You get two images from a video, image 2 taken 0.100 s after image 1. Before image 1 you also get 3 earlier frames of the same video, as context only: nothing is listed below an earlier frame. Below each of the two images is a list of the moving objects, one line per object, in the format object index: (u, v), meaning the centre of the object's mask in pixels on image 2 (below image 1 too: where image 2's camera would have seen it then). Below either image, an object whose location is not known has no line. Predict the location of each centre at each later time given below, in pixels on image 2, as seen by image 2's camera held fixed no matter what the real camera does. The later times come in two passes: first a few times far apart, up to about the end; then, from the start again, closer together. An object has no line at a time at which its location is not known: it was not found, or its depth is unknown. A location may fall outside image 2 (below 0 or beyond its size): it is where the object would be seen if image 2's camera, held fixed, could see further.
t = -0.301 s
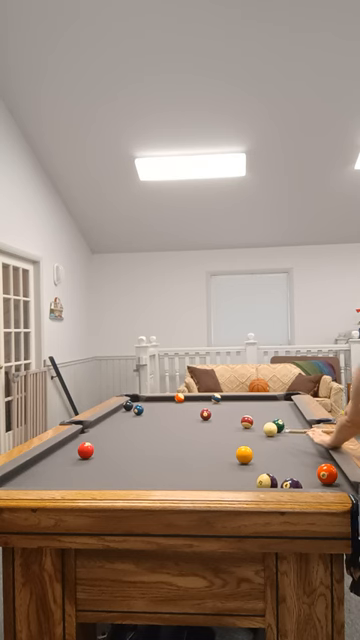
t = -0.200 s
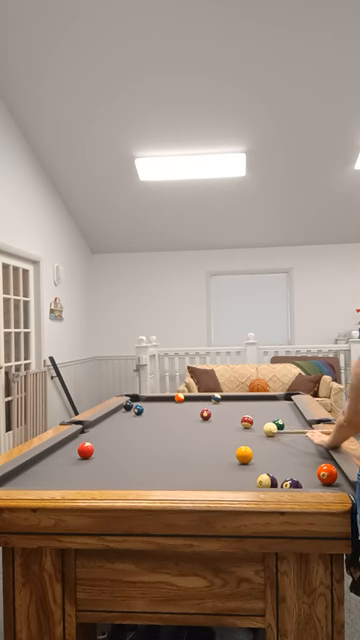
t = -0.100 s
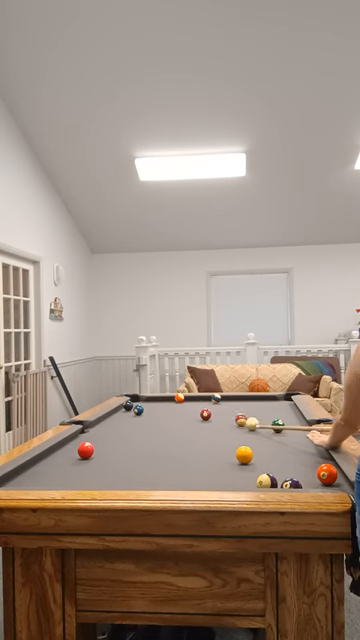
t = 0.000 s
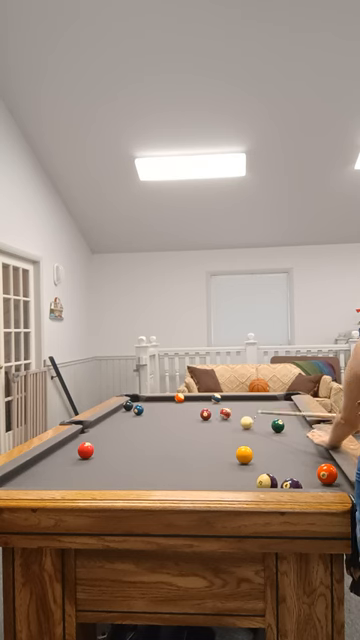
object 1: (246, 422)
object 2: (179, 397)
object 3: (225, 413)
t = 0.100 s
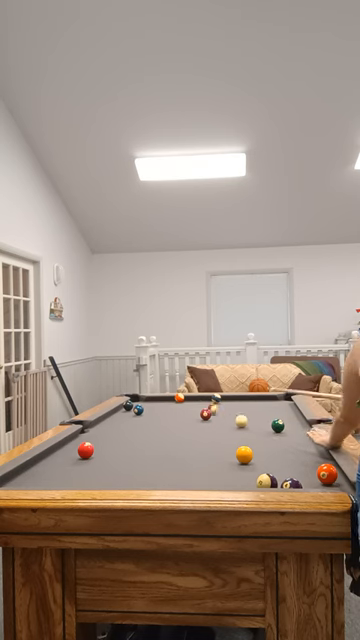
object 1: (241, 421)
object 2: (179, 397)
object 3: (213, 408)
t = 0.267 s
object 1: (233, 419)
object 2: (179, 397)
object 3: (196, 403)
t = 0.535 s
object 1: (221, 416)
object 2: (171, 398)
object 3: (186, 398)
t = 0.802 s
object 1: (215, 414)
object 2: (154, 402)
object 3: (188, 398)
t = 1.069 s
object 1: (214, 414)
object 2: (136, 404)
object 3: (189, 399)
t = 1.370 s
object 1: (213, 413)
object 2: (116, 410)
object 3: (190, 400)
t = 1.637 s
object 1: (213, 413)
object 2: (117, 413)
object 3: (191, 401)
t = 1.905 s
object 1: (212, 413)
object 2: (118, 417)
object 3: (192, 402)
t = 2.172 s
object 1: (213, 413)
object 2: (119, 420)
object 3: (192, 403)
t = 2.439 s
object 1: (213, 413)
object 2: (119, 424)
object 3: (192, 404)
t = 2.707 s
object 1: (213, 413)
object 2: (119, 427)
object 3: (192, 404)
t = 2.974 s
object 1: (213, 413)
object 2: (119, 431)
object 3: (192, 404)
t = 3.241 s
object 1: (213, 413)
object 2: (120, 434)
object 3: (191, 404)
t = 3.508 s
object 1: (213, 413)
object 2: (120, 438)
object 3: (191, 404)
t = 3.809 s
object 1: (213, 413)
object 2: (120, 441)
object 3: (191, 404)
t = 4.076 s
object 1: (213, 413)
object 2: (119, 444)
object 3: (191, 404)
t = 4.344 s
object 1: (213, 413)
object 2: (118, 447)
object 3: (191, 404)
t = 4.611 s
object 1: (213, 413)
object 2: (116, 450)
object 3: (191, 404)
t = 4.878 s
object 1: (213, 413)
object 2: (114, 452)
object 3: (191, 404)
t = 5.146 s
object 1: (213, 413)
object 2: (113, 454)
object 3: (191, 404)
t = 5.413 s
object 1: (213, 413)
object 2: (111, 456)
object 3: (191, 404)
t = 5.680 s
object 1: (213, 413)
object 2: (110, 457)
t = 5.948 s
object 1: (213, 413)
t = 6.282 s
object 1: (212, 413)
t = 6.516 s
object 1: (212, 413)
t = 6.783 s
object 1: (213, 413)
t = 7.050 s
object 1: (213, 413)
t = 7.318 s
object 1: (213, 413)
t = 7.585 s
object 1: (213, 413)
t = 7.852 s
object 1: (213, 413)
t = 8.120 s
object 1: (213, 413)
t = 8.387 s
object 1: (212, 413)
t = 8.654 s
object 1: (213, 413)
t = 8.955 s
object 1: (213, 413)
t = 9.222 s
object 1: (213, 413)
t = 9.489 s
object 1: (213, 413)
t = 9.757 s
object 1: (212, 413)
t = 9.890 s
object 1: (213, 413)
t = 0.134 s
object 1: (239, 420)
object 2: (179, 397)
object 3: (209, 406)
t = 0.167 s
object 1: (238, 420)
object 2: (179, 397)
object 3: (205, 405)
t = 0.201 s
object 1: (236, 420)
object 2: (179, 397)
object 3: (201, 404)
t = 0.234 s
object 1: (234, 419)
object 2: (179, 397)
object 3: (199, 404)
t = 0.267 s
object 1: (233, 419)
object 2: (179, 397)
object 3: (196, 403)
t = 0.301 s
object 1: (231, 418)
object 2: (179, 397)
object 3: (193, 402)
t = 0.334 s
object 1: (230, 418)
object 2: (179, 397)
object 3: (190, 401)
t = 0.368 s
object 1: (228, 418)
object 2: (179, 397)
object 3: (188, 400)
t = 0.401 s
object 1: (227, 417)
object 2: (179, 397)
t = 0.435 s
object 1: (225, 417)
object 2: (178, 397)
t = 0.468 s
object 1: (224, 417)
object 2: (175, 397)
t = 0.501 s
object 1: (222, 416)
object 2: (173, 397)
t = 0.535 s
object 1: (221, 416)
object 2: (171, 398)
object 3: (186, 398)
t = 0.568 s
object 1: (220, 416)
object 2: (169, 399)
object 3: (187, 398)
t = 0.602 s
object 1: (218, 416)
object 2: (167, 400)
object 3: (187, 398)
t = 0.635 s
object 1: (217, 415)
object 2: (165, 400)
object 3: (188, 398)
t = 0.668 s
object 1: (215, 415)
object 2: (163, 400)
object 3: (187, 398)
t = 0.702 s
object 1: (215, 415)
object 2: (160, 401)
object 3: (188, 398)
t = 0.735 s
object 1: (215, 415)
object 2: (158, 401)
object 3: (188, 398)
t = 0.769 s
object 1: (215, 414)
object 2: (156, 402)
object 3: (188, 398)
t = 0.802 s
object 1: (215, 414)
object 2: (154, 402)
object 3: (188, 398)
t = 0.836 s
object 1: (214, 414)
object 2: (152, 402)
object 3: (188, 398)
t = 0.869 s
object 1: (214, 414)
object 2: (150, 403)
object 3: (188, 398)
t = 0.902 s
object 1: (214, 414)
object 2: (148, 404)
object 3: (189, 398)
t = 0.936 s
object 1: (214, 414)
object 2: (146, 404)
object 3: (189, 399)
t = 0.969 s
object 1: (214, 414)
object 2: (144, 404)
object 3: (189, 399)
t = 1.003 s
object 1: (215, 414)
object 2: (142, 404)
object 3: (189, 399)
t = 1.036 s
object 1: (214, 414)
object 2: (139, 403)
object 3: (189, 399)
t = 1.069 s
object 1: (214, 414)
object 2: (136, 404)
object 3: (189, 399)
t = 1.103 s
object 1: (214, 414)
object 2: (133, 405)
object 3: (189, 399)
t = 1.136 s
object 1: (214, 414)
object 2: (131, 406)
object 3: (189, 399)
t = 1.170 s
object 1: (214, 413)
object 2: (130, 407)
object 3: (189, 400)
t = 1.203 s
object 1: (214, 413)
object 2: (128, 407)
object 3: (189, 400)
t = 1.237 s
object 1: (214, 413)
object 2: (125, 408)
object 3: (189, 400)
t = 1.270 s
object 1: (214, 413)
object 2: (123, 409)
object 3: (190, 400)
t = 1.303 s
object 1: (214, 413)
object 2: (120, 409)
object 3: (190, 400)
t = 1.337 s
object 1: (213, 413)
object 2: (118, 410)
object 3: (190, 400)
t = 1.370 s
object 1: (213, 413)
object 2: (116, 410)
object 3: (190, 400)
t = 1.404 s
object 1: (213, 413)
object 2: (116, 411)
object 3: (190, 400)
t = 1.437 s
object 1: (213, 413)
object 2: (116, 411)
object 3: (190, 400)
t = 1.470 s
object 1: (213, 413)
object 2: (116, 411)
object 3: (191, 401)
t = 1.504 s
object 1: (213, 413)
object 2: (117, 411)
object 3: (191, 401)
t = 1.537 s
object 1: (213, 413)
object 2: (117, 412)
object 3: (191, 401)
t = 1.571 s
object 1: (213, 413)
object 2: (117, 412)
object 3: (191, 401)
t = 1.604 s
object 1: (213, 413)
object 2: (117, 413)
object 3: (191, 401)
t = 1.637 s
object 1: (213, 413)
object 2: (117, 413)
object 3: (191, 401)
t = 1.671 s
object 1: (213, 413)
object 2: (117, 413)
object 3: (191, 402)
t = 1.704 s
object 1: (213, 413)
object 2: (117, 414)
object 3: (191, 402)
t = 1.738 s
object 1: (213, 413)
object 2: (117, 415)
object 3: (192, 402)
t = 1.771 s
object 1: (213, 413)
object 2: (118, 415)
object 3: (191, 402)
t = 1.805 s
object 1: (213, 413)
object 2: (118, 415)
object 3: (191, 402)
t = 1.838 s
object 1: (212, 413)
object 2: (118, 416)
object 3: (192, 402)
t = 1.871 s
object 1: (212, 413)
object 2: (118, 417)
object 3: (192, 402)
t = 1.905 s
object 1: (212, 413)
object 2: (118, 417)
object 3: (192, 402)
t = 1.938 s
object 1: (213, 413)
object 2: (118, 417)
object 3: (192, 402)
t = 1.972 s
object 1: (213, 413)
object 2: (118, 418)
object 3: (192, 403)
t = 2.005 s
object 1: (213, 413)
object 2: (118, 418)
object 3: (192, 402)
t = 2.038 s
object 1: (213, 413)
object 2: (118, 418)
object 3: (192, 403)
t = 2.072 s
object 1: (213, 413)
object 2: (118, 419)
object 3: (192, 403)
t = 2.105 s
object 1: (213, 413)
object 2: (119, 419)
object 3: (192, 403)
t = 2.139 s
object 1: (213, 413)
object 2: (118, 420)
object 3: (192, 403)
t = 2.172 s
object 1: (213, 413)
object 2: (119, 420)
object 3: (192, 403)
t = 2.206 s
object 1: (213, 413)
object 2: (119, 421)
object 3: (192, 403)
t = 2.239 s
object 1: (213, 413)
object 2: (119, 421)
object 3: (192, 403)
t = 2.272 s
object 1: (213, 413)
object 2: (119, 422)
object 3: (192, 403)
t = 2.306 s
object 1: (213, 413)
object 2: (119, 422)
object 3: (192, 403)
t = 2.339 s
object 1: (213, 413)
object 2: (119, 422)
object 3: (192, 403)
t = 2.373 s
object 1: (213, 413)
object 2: (119, 422)
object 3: (192, 403)
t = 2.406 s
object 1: (213, 413)
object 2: (119, 423)
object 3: (192, 403)
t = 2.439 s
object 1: (213, 413)
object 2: (119, 424)
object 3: (192, 404)
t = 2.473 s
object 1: (213, 413)
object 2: (119, 424)
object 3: (192, 404)
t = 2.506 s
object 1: (213, 413)
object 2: (119, 425)
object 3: (192, 404)
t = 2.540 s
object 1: (213, 413)
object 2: (119, 425)
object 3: (192, 404)
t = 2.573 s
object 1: (213, 413)
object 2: (119, 426)
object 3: (192, 404)
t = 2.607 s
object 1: (213, 413)
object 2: (119, 426)
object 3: (192, 404)
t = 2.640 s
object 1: (213, 413)
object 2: (119, 427)
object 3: (192, 404)
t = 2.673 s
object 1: (213, 413)
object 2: (119, 427)
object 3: (192, 404)
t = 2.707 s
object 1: (213, 413)
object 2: (119, 427)
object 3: (192, 404)
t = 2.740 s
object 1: (213, 413)
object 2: (119, 428)
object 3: (192, 404)
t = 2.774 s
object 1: (213, 413)
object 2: (119, 428)
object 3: (192, 404)
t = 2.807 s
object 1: (213, 413)
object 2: (119, 429)
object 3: (192, 404)
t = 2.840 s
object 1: (213, 413)
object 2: (119, 429)
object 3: (192, 404)
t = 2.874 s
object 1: (213, 413)
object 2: (119, 430)
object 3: (192, 404)
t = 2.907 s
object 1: (213, 413)
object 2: (119, 430)
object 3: (192, 404)
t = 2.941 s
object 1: (213, 413)
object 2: (119, 430)
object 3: (192, 404)
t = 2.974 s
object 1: (213, 413)
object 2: (119, 431)
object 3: (192, 404)
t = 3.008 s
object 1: (213, 413)
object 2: (120, 431)
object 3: (192, 404)
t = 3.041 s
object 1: (213, 413)
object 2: (120, 432)
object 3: (191, 404)
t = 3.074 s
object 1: (213, 413)
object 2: (120, 432)
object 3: (191, 404)
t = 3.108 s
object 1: (213, 413)
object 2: (120, 433)
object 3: (191, 404)
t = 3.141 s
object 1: (213, 413)
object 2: (120, 433)
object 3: (191, 404)
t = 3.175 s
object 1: (213, 413)
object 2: (120, 433)
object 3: (191, 404)
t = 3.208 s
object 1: (213, 413)
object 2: (120, 434)
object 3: (191, 404)
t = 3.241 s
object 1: (213, 413)
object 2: (120, 434)
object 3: (191, 404)
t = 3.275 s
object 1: (212, 413)
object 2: (120, 435)
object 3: (191, 404)
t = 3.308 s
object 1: (212, 413)
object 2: (120, 435)
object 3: (191, 404)
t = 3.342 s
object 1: (212, 413)
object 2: (120, 436)
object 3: (191, 404)
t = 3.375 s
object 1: (212, 413)
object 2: (120, 436)
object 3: (191, 404)
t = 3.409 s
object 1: (212, 413)
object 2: (120, 436)
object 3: (191, 404)
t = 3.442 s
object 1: (212, 413)
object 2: (120, 437)
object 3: (191, 404)
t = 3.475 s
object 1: (213, 413)
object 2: (120, 437)
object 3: (191, 404)
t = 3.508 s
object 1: (213, 413)
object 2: (120, 438)
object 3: (191, 404)
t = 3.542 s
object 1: (213, 413)
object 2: (120, 438)
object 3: (191, 404)
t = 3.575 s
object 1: (213, 413)
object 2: (120, 439)
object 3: (191, 404)
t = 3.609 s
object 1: (213, 413)
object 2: (120, 439)
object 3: (191, 404)
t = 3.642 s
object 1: (213, 413)
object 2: (120, 439)
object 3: (191, 404)
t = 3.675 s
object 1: (213, 413)
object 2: (120, 440)
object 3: (191, 404)
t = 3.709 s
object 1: (213, 413)
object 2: (120, 440)
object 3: (191, 404)
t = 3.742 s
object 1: (213, 413)
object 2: (120, 440)
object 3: (191, 404)
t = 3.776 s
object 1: (213, 413)
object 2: (120, 441)
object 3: (191, 404)
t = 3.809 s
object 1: (213, 413)
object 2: (120, 441)
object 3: (191, 404)
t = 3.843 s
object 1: (213, 413)
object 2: (120, 442)
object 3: (191, 404)
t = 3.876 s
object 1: (213, 413)
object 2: (120, 442)
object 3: (191, 404)
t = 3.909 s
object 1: (213, 413)
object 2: (120, 442)
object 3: (191, 404)
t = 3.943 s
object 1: (213, 413)
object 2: (120, 443)
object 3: (191, 404)
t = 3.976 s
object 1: (213, 413)
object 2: (120, 443)
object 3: (191, 404)
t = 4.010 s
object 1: (213, 413)
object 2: (120, 444)
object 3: (191, 404)
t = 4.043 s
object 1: (213, 413)
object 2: (120, 444)
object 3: (191, 404)
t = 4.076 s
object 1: (213, 413)
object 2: (119, 444)
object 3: (191, 404)
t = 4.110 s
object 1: (213, 413)
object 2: (119, 445)
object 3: (191, 404)
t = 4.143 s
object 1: (213, 413)
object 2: (119, 445)
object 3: (191, 404)
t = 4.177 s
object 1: (213, 413)
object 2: (119, 446)
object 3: (191, 404)
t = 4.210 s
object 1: (213, 413)
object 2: (119, 446)
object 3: (191, 404)
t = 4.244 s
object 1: (213, 413)
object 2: (119, 446)
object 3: (191, 404)
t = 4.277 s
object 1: (213, 413)
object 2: (119, 446)
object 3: (191, 404)
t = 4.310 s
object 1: (213, 413)
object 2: (118, 447)
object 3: (191, 404)
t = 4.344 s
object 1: (213, 413)
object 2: (118, 447)
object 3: (191, 404)
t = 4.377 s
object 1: (213, 413)
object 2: (118, 448)
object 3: (191, 404)
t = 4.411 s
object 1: (213, 413)
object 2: (118, 448)
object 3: (191, 404)
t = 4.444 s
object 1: (213, 413)
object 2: (117, 448)
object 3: (191, 404)
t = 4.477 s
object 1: (213, 413)
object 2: (117, 449)
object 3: (191, 404)
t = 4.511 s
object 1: (213, 413)
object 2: (117, 449)
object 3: (191, 404)
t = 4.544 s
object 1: (213, 413)
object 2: (116, 449)
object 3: (191, 404)
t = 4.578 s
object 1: (213, 413)
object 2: (116, 450)
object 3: (191, 404)
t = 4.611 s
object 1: (213, 413)
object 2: (116, 450)
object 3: (191, 404)
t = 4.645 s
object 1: (213, 413)
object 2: (116, 450)
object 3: (191, 404)
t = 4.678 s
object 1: (213, 413)
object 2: (116, 450)
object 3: (191, 404)
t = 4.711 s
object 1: (213, 413)
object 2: (116, 451)
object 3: (191, 404)
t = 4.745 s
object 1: (213, 413)
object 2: (115, 451)
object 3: (191, 404)
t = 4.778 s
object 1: (213, 413)
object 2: (115, 451)
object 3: (191, 404)
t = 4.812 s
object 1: (213, 413)
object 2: (115, 451)
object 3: (191, 404)
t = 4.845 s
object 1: (213, 413)
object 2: (114, 452)
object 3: (191, 404)
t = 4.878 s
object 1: (213, 413)
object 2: (114, 452)
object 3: (191, 404)
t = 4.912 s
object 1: (213, 413)
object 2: (114, 453)
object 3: (191, 404)
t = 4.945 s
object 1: (213, 413)
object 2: (114, 453)
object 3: (191, 404)
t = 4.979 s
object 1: (213, 413)
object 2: (114, 453)
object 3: (191, 404)
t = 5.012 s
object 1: (213, 413)
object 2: (113, 453)
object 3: (191, 404)
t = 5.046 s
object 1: (213, 413)
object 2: (113, 453)
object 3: (191, 404)
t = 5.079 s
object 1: (213, 413)
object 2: (113, 454)
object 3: (191, 404)
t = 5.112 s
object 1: (213, 413)
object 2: (113, 454)
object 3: (191, 404)
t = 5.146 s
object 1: (213, 413)
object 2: (113, 454)
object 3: (191, 404)
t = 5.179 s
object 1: (213, 413)
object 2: (113, 454)
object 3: (191, 404)
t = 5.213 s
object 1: (213, 413)
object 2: (113, 455)
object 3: (191, 404)
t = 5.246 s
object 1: (213, 413)
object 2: (112, 455)
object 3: (191, 404)
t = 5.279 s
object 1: (213, 413)
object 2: (112, 455)
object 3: (191, 404)
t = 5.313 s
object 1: (213, 413)
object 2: (112, 455)
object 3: (191, 404)
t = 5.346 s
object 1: (213, 413)
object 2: (111, 455)
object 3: (191, 404)
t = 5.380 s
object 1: (213, 413)
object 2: (112, 455)
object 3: (191, 404)
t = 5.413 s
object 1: (213, 413)
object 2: (111, 456)
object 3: (191, 404)
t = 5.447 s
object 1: (213, 413)
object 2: (111, 456)
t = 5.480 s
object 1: (213, 413)
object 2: (111, 456)
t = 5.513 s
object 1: (213, 413)
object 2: (111, 456)
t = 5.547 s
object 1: (213, 413)
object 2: (111, 457)
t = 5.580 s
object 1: (213, 413)
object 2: (111, 456)
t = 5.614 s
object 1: (213, 413)
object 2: (110, 457)
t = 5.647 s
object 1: (212, 413)
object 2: (110, 457)
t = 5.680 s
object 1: (213, 413)
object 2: (110, 457)
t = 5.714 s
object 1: (213, 413)
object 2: (113, 456)
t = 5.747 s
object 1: (213, 413)
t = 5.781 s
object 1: (212, 413)
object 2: (109, 455)
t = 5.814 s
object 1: (213, 413)
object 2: (109, 458)
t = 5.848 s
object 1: (212, 413)
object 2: (109, 458)
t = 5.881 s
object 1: (213, 413)
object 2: (110, 458)
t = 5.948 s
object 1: (213, 413)
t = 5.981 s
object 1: (213, 413)
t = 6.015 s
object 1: (213, 413)
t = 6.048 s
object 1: (213, 413)
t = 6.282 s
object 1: (212, 413)
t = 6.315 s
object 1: (213, 413)
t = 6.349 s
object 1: (213, 413)
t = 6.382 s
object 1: (213, 413)
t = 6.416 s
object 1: (213, 413)
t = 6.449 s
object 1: (213, 413)
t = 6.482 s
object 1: (213, 413)
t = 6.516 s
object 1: (212, 413)
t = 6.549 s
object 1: (213, 413)
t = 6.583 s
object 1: (212, 413)
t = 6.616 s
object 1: (212, 413)
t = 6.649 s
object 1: (213, 413)
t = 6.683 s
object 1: (212, 413)
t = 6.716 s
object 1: (213, 413)
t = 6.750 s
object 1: (213, 413)
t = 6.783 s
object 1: (213, 413)
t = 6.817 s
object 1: (213, 413)
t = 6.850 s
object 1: (213, 413)
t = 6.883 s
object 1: (213, 413)
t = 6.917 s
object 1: (212, 413)
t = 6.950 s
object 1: (213, 413)
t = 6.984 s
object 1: (212, 413)
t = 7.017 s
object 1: (213, 413)
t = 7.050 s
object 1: (213, 413)
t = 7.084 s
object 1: (212, 413)
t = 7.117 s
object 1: (213, 413)
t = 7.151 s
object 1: (213, 413)
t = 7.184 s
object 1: (212, 413)
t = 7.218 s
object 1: (213, 413)
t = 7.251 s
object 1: (213, 413)
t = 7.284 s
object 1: (213, 413)
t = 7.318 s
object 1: (213, 413)
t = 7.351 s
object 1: (213, 413)
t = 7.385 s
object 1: (213, 413)
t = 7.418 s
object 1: (212, 413)
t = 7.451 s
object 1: (213, 413)
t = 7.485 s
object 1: (213, 413)
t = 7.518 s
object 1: (213, 413)
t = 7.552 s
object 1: (212, 413)
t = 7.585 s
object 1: (213, 413)
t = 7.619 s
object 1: (213, 413)
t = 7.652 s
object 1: (213, 413)
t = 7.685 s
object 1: (213, 413)
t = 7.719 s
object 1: (213, 413)
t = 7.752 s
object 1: (213, 413)
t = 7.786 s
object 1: (213, 413)
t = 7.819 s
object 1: (213, 413)
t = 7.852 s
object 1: (213, 413)
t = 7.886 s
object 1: (213, 413)
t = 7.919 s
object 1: (213, 413)
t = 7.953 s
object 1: (213, 413)
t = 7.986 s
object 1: (213, 413)
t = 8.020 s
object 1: (213, 413)
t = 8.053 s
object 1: (213, 413)
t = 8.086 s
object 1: (213, 413)
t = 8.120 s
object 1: (213, 413)
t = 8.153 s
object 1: (213, 413)
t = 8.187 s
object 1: (213, 413)
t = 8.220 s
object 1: (212, 413)
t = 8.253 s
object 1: (213, 413)
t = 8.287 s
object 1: (213, 413)
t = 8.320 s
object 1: (212, 413)
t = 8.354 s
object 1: (212, 413)
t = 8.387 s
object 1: (212, 413)
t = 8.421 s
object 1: (213, 413)
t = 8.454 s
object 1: (213, 413)
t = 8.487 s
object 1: (213, 413)
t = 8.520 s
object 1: (213, 413)
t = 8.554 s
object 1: (213, 413)
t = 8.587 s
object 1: (213, 413)
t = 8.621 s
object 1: (213, 413)
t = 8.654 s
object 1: (213, 413)
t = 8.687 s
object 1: (213, 413)
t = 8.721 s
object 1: (213, 413)
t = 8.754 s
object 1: (213, 413)
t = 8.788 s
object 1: (213, 413)
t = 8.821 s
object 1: (213, 413)
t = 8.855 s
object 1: (213, 413)
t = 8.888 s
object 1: (213, 413)
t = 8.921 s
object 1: (213, 413)
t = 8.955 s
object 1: (213, 413)
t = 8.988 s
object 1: (213, 413)
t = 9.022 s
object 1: (213, 413)
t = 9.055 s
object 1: (212, 413)
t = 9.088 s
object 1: (213, 413)
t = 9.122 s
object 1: (213, 413)
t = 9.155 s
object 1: (213, 413)
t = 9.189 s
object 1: (213, 413)
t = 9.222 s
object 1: (213, 413)
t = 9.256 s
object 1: (213, 413)
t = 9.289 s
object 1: (213, 413)
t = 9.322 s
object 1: (213, 413)
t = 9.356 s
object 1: (213, 413)
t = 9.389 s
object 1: (213, 413)
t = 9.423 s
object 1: (213, 413)
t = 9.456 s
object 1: (213, 413)
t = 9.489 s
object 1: (213, 413)
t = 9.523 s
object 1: (213, 413)
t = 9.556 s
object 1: (213, 413)
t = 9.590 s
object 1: (213, 413)
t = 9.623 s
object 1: (213, 413)
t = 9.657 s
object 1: (213, 413)
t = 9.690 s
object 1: (213, 413)
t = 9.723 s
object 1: (212, 413)
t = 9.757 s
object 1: (212, 413)
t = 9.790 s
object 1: (213, 413)
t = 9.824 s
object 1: (213, 413)
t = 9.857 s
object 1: (213, 413)
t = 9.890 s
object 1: (213, 413)
